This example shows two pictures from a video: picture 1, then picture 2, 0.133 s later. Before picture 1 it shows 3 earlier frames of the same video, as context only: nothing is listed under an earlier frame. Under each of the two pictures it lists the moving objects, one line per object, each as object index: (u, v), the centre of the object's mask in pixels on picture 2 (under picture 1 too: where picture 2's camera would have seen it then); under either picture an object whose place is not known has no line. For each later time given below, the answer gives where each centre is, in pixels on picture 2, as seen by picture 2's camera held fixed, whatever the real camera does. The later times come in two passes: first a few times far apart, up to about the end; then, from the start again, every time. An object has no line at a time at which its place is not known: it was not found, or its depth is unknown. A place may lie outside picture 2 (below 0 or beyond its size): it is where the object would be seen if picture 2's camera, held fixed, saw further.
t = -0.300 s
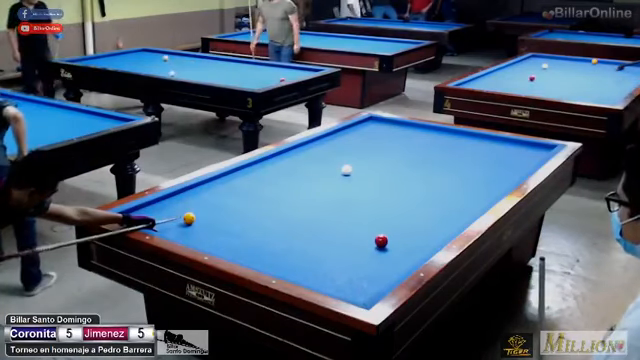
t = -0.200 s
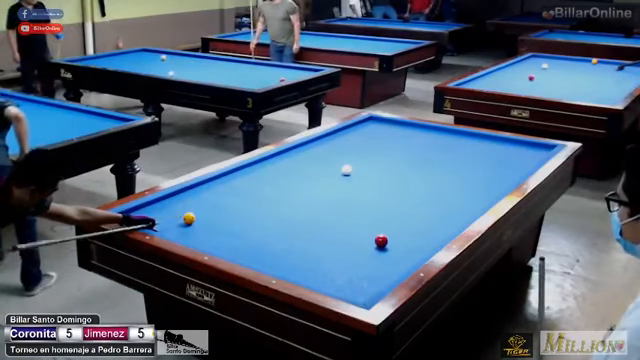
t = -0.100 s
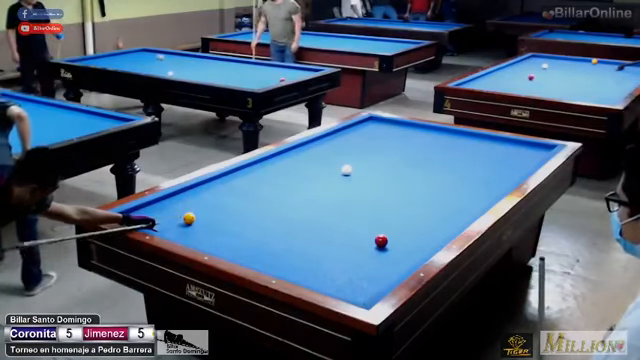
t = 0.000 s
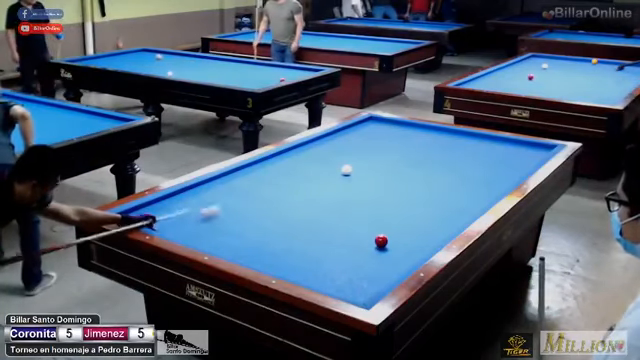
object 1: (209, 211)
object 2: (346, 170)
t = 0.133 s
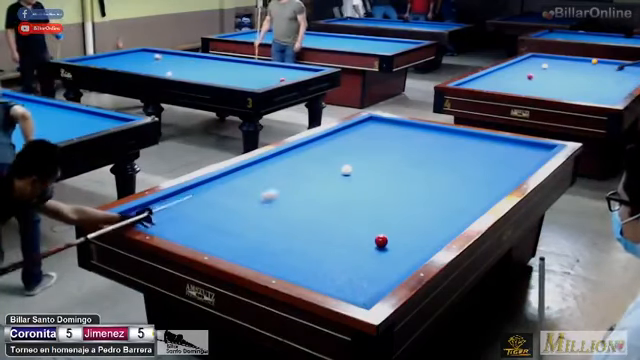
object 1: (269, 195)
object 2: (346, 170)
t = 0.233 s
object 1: (306, 184)
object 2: (346, 170)
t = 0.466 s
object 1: (383, 173)
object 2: (346, 160)
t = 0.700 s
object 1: (456, 171)
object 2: (346, 144)
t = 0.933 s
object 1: (523, 167)
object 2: (346, 133)
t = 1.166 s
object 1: (508, 148)
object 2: (359, 126)
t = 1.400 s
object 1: (487, 139)
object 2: (382, 122)
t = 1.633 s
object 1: (442, 141)
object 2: (393, 123)
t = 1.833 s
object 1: (407, 142)
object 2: (397, 127)
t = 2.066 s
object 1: (366, 142)
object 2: (401, 132)
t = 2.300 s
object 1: (325, 143)
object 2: (405, 138)
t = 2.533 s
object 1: (307, 148)
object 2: (410, 143)
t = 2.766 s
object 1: (306, 158)
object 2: (414, 149)
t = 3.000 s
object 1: (305, 168)
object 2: (420, 155)
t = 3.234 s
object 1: (303, 179)
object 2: (425, 160)
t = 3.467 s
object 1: (302, 190)
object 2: (430, 166)
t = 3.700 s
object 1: (301, 204)
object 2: (435, 173)
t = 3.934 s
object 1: (299, 218)
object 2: (440, 179)
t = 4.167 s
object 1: (296, 234)
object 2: (446, 186)
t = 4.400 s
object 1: (295, 251)
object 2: (452, 193)
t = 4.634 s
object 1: (293, 270)
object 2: (458, 201)
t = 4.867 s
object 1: (319, 275)
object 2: (464, 208)
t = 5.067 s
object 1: (348, 275)
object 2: (464, 213)
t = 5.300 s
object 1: (381, 274)
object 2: (453, 216)
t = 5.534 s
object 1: (386, 266)
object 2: (441, 218)
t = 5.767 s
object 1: (382, 255)
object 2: (431, 221)
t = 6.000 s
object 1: (379, 247)
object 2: (420, 223)
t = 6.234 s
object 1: (372, 243)
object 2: (409, 225)
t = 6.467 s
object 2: (399, 227)
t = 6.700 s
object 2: (395, 225)
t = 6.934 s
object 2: (393, 224)
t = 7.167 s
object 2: (391, 222)
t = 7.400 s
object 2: (391, 221)
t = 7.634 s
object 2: (390, 219)
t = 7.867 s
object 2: (390, 218)
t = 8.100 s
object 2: (390, 217)
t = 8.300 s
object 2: (390, 217)
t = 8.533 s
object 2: (389, 216)
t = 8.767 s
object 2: (390, 216)
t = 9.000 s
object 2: (389, 216)
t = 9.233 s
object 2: (389, 216)
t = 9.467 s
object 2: (390, 216)
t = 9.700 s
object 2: (390, 216)
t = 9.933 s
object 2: (389, 216)
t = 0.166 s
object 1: (280, 192)
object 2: (346, 170)
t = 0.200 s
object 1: (295, 188)
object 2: (346, 170)
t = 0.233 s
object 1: (306, 184)
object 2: (346, 170)
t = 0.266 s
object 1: (319, 181)
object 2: (346, 170)
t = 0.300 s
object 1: (329, 178)
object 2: (346, 170)
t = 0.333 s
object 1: (338, 176)
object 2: (346, 170)
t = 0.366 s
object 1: (352, 173)
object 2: (346, 169)
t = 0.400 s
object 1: (361, 173)
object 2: (346, 165)
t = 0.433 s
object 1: (372, 173)
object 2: (346, 162)
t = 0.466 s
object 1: (383, 173)
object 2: (346, 160)
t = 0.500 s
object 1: (394, 173)
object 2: (346, 157)
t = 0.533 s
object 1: (405, 173)
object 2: (346, 155)
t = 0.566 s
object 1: (414, 173)
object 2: (346, 152)
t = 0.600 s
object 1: (424, 173)
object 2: (346, 150)
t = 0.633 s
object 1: (435, 173)
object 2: (346, 148)
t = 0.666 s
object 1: (446, 172)
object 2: (346, 147)
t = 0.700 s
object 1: (456, 171)
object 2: (346, 144)
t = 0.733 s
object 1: (466, 171)
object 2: (346, 143)
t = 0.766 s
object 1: (476, 170)
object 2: (346, 141)
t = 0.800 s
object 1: (486, 170)
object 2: (346, 140)
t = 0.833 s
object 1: (496, 169)
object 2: (346, 139)
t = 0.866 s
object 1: (505, 169)
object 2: (346, 136)
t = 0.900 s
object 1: (514, 168)
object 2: (346, 135)
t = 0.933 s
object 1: (523, 167)
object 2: (346, 133)
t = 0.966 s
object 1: (522, 165)
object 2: (346, 132)
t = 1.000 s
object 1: (519, 161)
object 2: (346, 130)
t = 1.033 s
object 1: (517, 159)
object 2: (346, 129)
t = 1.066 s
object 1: (514, 156)
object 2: (348, 127)
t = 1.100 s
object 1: (512, 153)
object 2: (352, 127)
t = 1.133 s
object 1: (510, 151)
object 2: (355, 126)
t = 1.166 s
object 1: (508, 148)
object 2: (359, 126)
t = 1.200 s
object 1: (507, 146)
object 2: (362, 125)
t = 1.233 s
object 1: (506, 143)
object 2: (366, 124)
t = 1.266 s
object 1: (505, 141)
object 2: (369, 124)
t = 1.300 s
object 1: (504, 139)
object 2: (372, 123)
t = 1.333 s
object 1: (500, 138)
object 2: (375, 123)
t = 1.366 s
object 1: (494, 139)
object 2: (379, 122)
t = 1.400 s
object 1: (487, 139)
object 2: (382, 122)
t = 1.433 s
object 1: (480, 139)
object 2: (385, 122)
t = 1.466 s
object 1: (473, 140)
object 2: (389, 121)
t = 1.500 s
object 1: (467, 140)
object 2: (392, 121)
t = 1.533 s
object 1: (461, 140)
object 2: (392, 121)
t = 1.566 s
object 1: (454, 141)
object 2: (392, 122)
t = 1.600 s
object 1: (447, 141)
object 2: (393, 123)
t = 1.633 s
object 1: (442, 141)
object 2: (393, 123)
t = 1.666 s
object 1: (436, 141)
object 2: (394, 124)
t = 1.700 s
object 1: (430, 141)
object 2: (394, 125)
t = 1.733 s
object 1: (424, 141)
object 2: (395, 125)
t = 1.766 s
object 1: (418, 141)
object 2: (396, 126)
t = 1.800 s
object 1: (413, 141)
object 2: (396, 127)
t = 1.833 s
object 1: (407, 142)
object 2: (397, 127)
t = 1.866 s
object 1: (401, 142)
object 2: (397, 128)
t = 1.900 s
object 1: (395, 141)
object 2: (398, 129)
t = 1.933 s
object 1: (389, 142)
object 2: (398, 130)
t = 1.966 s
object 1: (382, 142)
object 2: (399, 130)
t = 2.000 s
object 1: (377, 142)
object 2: (400, 131)
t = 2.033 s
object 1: (372, 142)
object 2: (400, 132)
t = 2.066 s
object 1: (366, 142)
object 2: (401, 132)
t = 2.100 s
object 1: (360, 142)
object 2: (402, 133)
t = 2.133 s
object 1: (355, 142)
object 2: (402, 134)
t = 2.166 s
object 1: (348, 142)
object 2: (402, 135)
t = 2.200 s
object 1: (343, 143)
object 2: (403, 136)
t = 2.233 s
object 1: (337, 143)
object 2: (404, 136)
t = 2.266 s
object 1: (331, 143)
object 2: (405, 137)
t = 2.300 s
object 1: (325, 143)
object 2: (405, 138)
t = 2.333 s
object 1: (320, 143)
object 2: (406, 138)
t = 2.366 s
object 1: (313, 142)
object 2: (406, 140)
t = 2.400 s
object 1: (308, 143)
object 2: (407, 140)
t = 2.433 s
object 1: (306, 144)
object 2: (408, 140)
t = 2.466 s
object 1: (306, 145)
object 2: (408, 141)
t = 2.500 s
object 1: (307, 147)
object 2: (409, 142)
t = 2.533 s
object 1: (307, 148)
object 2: (410, 143)
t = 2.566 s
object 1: (307, 150)
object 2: (411, 144)
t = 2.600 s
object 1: (307, 151)
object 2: (411, 145)
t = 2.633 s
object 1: (307, 152)
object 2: (412, 145)
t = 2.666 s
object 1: (307, 154)
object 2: (412, 146)
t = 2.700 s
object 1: (307, 155)
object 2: (413, 147)
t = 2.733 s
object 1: (307, 157)
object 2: (414, 148)
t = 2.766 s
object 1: (306, 158)
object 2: (414, 149)
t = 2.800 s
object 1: (306, 159)
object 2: (415, 150)
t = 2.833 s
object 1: (306, 161)
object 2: (416, 150)
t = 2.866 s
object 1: (305, 162)
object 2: (417, 151)
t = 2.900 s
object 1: (305, 164)
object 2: (417, 152)
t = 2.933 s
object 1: (305, 165)
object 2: (418, 153)
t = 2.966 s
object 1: (305, 166)
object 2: (419, 154)
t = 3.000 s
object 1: (305, 168)
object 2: (420, 155)
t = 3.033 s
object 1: (305, 169)
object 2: (420, 155)
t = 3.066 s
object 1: (304, 171)
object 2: (421, 156)
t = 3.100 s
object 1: (304, 172)
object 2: (422, 157)
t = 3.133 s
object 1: (304, 174)
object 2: (422, 158)
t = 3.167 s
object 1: (304, 175)
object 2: (423, 158)
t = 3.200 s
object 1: (304, 177)
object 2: (424, 159)
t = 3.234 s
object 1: (303, 179)
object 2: (425, 160)
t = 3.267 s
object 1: (303, 180)
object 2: (425, 161)
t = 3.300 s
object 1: (303, 182)
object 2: (426, 162)
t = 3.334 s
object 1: (303, 184)
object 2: (427, 163)
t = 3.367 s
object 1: (303, 185)
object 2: (427, 164)
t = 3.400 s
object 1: (302, 187)
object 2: (428, 165)
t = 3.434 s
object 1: (302, 189)
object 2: (429, 166)
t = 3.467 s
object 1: (302, 190)
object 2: (430, 166)
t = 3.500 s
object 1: (302, 192)
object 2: (430, 167)
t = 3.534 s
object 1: (302, 194)
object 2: (431, 168)
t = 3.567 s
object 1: (302, 196)
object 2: (432, 169)
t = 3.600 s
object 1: (301, 198)
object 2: (433, 170)
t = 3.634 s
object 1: (301, 200)
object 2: (433, 171)
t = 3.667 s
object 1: (301, 202)
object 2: (434, 172)
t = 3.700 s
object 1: (301, 204)
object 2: (435, 173)
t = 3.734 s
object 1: (300, 205)
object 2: (436, 174)
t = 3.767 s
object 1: (300, 208)
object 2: (436, 175)
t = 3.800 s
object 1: (300, 209)
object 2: (437, 176)
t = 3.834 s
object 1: (299, 211)
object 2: (438, 177)
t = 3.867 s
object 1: (299, 214)
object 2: (439, 178)
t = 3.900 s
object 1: (299, 216)
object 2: (440, 179)
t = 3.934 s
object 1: (299, 218)
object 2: (440, 179)
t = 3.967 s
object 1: (298, 220)
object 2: (441, 181)
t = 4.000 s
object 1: (298, 222)
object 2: (442, 181)
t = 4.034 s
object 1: (298, 225)
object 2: (442, 182)
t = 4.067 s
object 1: (297, 227)
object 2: (443, 183)
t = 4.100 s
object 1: (297, 229)
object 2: (444, 184)
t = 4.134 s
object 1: (297, 231)
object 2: (446, 186)
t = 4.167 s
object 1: (296, 234)
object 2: (446, 186)
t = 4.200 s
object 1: (296, 236)
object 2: (447, 187)
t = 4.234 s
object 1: (296, 239)
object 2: (447, 188)
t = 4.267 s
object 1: (296, 241)
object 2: (448, 189)
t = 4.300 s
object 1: (295, 243)
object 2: (449, 190)
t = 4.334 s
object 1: (295, 246)
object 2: (450, 191)
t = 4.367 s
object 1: (295, 248)
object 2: (451, 192)
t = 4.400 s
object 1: (295, 251)
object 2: (452, 193)
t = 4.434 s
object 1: (294, 254)
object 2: (453, 194)
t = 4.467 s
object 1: (294, 257)
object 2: (453, 196)
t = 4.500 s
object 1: (294, 259)
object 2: (454, 197)
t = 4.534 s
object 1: (294, 262)
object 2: (455, 198)
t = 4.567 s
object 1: (293, 265)
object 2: (456, 199)
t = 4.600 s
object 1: (293, 268)
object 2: (457, 200)
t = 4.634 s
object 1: (293, 270)
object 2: (458, 201)
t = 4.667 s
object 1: (293, 272)
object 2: (458, 202)
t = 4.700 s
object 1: (294, 273)
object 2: (459, 203)
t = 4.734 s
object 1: (298, 274)
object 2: (460, 204)
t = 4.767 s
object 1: (304, 274)
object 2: (461, 205)
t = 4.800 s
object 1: (309, 274)
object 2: (462, 206)
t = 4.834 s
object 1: (314, 275)
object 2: (463, 207)
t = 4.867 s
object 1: (319, 275)
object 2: (464, 208)
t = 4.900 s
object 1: (324, 275)
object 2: (465, 209)
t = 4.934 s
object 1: (328, 275)
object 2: (465, 210)
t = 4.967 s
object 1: (333, 275)
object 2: (466, 211)
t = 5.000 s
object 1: (338, 275)
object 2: (467, 212)
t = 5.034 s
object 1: (343, 275)
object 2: (467, 212)
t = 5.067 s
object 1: (348, 275)
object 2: (464, 213)
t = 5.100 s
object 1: (353, 275)
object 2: (463, 213)
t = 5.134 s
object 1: (357, 275)
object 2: (461, 214)
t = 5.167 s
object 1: (362, 275)
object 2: (459, 214)
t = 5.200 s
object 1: (367, 275)
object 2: (457, 215)
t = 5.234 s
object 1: (372, 275)
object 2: (456, 215)
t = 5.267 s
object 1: (376, 275)
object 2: (454, 216)
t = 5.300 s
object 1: (381, 274)
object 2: (453, 216)
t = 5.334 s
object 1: (386, 274)
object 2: (451, 216)
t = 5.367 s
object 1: (388, 273)
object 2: (449, 216)
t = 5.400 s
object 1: (388, 272)
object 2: (448, 217)
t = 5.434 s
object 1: (387, 271)
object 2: (446, 217)
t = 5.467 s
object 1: (387, 269)
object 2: (445, 217)
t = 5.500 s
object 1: (386, 268)
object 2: (443, 218)
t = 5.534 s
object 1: (386, 266)
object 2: (441, 218)
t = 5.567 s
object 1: (385, 264)
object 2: (440, 218)
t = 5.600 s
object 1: (384, 263)
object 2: (438, 219)
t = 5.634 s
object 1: (384, 262)
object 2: (436, 219)
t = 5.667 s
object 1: (383, 260)
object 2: (435, 219)
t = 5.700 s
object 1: (383, 258)
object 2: (433, 220)
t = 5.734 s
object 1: (382, 257)
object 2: (432, 220)
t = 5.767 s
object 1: (382, 255)
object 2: (431, 221)
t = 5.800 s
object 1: (381, 254)
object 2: (429, 221)
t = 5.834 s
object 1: (381, 253)
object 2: (427, 221)
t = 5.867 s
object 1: (380, 251)
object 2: (426, 221)
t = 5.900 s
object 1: (380, 250)
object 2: (424, 222)
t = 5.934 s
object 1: (380, 249)
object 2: (423, 222)
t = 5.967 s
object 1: (379, 248)
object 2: (421, 223)
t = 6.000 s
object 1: (379, 247)
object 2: (420, 223)
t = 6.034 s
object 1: (378, 246)
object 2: (418, 223)
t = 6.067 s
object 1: (377, 245)
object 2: (416, 223)
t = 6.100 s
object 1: (376, 245)
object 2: (415, 224)
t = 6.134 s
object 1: (375, 245)
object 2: (414, 224)
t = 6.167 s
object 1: (374, 244)
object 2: (412, 224)
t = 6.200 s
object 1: (373, 244)
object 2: (411, 225)
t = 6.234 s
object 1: (372, 243)
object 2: (409, 225)
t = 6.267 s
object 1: (371, 243)
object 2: (408, 225)
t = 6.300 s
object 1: (370, 243)
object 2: (406, 225)
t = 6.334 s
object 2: (404, 226)
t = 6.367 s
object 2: (403, 226)
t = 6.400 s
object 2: (402, 226)
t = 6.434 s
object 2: (401, 226)
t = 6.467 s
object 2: (399, 227)
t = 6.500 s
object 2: (398, 227)
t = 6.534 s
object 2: (397, 227)
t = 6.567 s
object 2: (397, 226)
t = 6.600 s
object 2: (396, 226)
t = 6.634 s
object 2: (396, 226)
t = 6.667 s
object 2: (395, 226)
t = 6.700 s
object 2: (395, 225)
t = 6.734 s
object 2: (394, 225)
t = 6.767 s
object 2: (394, 225)
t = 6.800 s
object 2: (394, 225)
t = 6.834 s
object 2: (394, 225)
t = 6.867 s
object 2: (393, 225)
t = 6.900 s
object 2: (393, 224)
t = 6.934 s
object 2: (393, 224)
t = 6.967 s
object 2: (393, 224)
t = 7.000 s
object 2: (392, 223)
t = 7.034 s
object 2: (392, 223)
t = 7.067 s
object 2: (392, 223)
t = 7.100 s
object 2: (392, 223)
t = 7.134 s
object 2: (392, 222)
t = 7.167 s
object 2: (391, 222)
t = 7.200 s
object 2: (391, 222)
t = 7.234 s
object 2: (391, 222)
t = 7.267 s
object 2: (391, 221)
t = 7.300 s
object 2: (391, 221)
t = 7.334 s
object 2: (391, 221)
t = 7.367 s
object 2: (391, 221)
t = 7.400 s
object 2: (391, 221)
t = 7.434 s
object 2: (390, 220)
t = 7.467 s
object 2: (390, 220)
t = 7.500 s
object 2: (390, 220)
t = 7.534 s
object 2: (390, 220)
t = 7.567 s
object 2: (390, 220)
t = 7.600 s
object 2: (390, 219)
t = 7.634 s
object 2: (390, 219)
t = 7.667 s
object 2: (390, 219)
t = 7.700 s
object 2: (390, 219)
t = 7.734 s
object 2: (390, 219)
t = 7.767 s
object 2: (390, 219)
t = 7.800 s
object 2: (390, 219)
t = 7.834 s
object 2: (390, 218)
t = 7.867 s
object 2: (390, 218)
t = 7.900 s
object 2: (390, 218)
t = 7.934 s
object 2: (390, 218)
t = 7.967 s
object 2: (390, 218)
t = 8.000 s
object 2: (390, 218)
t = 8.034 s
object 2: (390, 217)
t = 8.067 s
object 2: (390, 217)
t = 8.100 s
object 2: (390, 217)
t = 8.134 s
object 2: (390, 217)
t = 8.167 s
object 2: (390, 217)
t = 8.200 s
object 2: (390, 217)
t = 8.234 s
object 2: (390, 217)
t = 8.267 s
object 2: (390, 217)
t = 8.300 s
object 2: (390, 217)
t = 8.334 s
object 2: (389, 217)
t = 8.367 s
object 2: (389, 217)
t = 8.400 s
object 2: (390, 217)
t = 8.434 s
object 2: (390, 217)
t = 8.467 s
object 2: (390, 217)
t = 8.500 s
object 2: (389, 216)
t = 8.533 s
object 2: (389, 216)
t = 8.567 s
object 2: (389, 216)
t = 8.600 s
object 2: (389, 216)
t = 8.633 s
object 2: (389, 216)
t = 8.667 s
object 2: (389, 216)
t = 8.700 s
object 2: (389, 216)
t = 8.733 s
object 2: (389, 216)
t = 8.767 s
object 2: (390, 216)
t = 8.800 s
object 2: (389, 216)
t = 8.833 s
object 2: (389, 216)
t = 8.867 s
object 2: (389, 216)
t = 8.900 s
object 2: (389, 216)
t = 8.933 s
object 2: (389, 216)
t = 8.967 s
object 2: (389, 216)
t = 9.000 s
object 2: (389, 216)
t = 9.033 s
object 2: (389, 216)
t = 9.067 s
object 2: (389, 216)
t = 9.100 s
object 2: (389, 216)
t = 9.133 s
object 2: (390, 216)
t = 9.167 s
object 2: (390, 216)
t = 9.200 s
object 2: (389, 216)
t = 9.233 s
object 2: (389, 216)
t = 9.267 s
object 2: (389, 216)
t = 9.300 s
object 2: (390, 216)
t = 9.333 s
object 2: (390, 216)
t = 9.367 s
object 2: (390, 216)
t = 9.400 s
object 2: (389, 216)
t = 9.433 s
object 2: (390, 216)
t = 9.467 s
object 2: (390, 216)
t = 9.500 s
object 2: (390, 216)
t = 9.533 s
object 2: (389, 216)
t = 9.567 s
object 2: (390, 216)
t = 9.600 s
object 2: (389, 216)
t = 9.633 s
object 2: (389, 216)
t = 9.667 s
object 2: (390, 216)
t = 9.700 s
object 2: (390, 216)
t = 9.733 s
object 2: (389, 216)
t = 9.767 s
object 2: (390, 216)
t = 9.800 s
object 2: (390, 216)
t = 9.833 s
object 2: (390, 216)
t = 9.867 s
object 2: (389, 216)
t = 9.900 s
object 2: (389, 216)
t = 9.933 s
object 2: (389, 216)
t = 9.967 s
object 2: (389, 216)
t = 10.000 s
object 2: (389, 216)
